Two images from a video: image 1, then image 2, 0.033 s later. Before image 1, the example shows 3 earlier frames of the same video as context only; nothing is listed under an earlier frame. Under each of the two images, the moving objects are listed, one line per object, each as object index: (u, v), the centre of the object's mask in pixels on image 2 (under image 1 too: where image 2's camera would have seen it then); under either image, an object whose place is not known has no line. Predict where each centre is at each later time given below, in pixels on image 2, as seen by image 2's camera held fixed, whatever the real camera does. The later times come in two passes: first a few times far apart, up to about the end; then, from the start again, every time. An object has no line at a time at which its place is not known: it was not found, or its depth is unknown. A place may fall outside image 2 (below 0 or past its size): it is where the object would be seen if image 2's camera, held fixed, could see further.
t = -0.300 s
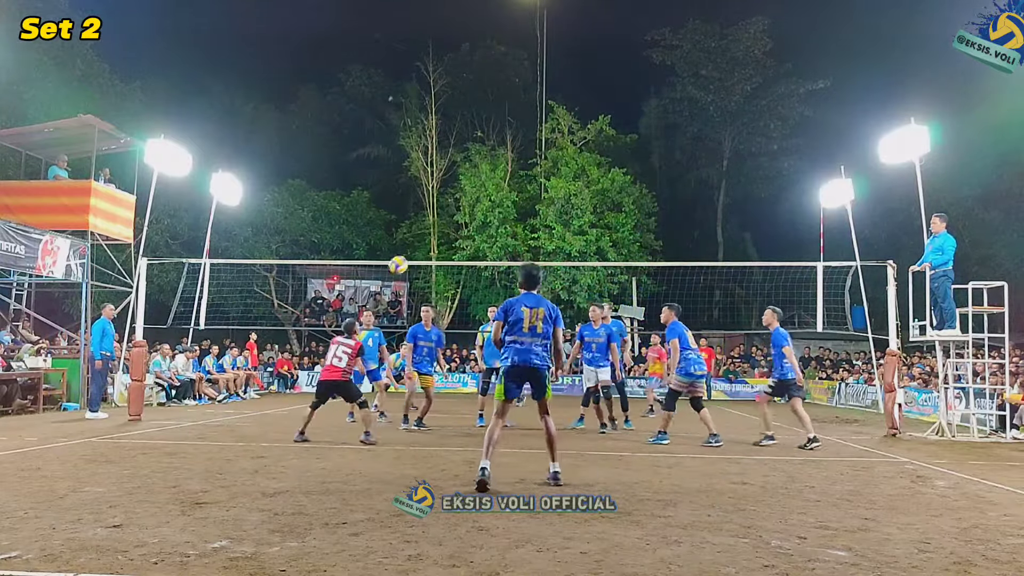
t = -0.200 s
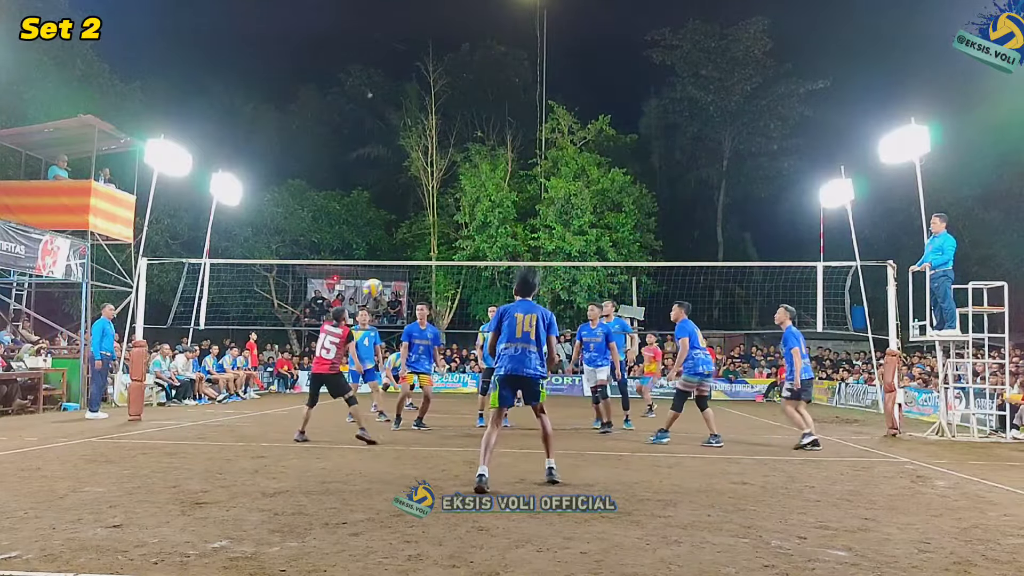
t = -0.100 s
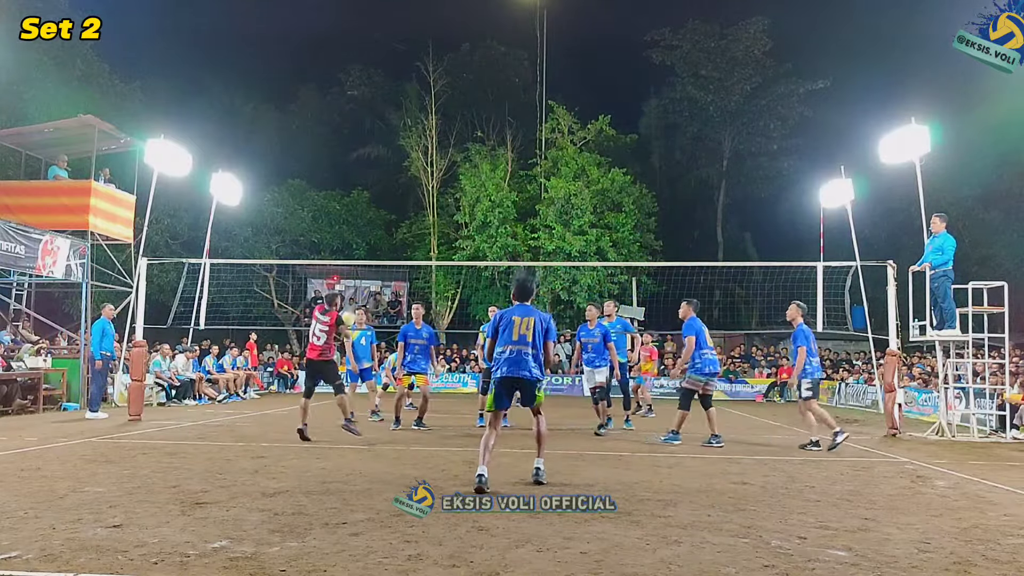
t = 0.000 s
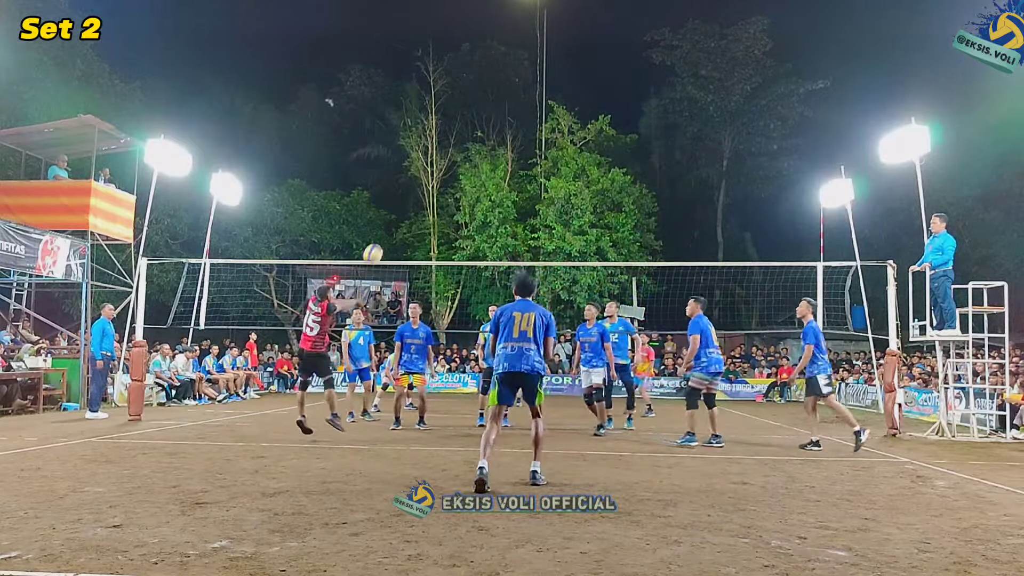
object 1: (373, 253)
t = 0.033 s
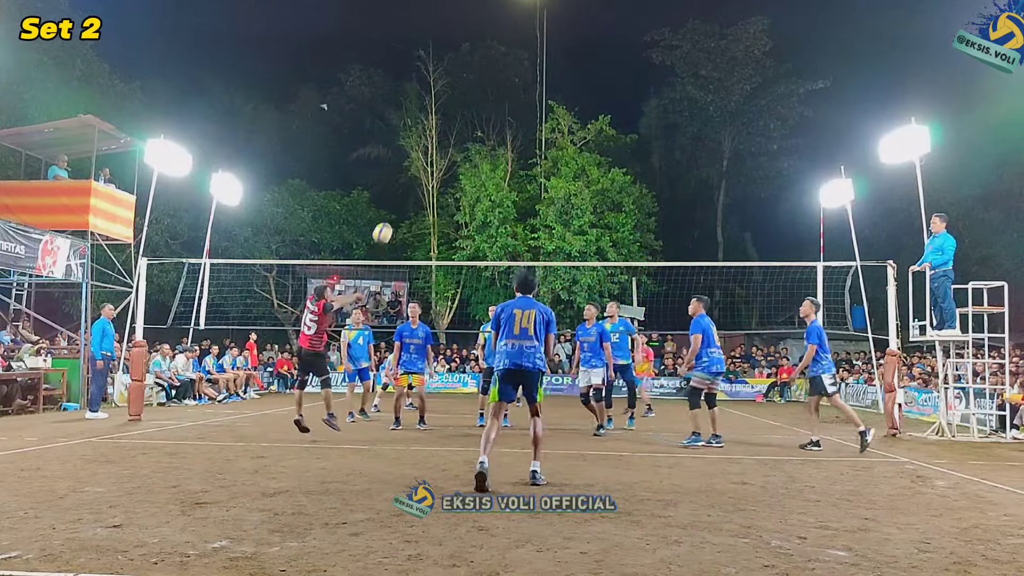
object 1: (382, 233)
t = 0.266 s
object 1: (446, 113)
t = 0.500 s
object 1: (506, 39)
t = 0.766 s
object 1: (570, 9)
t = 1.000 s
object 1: (622, 28)
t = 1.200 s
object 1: (664, 74)
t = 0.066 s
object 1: (392, 213)
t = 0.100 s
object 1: (401, 194)
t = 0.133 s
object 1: (410, 176)
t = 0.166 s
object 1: (420, 159)
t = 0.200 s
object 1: (428, 142)
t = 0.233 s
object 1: (438, 127)
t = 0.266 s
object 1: (446, 113)
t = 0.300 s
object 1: (455, 99)
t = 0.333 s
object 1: (464, 87)
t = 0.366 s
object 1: (472, 75)
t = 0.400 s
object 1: (481, 65)
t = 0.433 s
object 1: (489, 55)
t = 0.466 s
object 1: (497, 46)
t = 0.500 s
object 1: (506, 39)
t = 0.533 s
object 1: (514, 32)
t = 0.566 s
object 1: (522, 26)
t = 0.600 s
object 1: (531, 21)
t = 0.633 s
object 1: (539, 17)
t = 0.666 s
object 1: (547, 14)
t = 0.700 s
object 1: (555, 12)
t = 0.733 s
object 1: (562, 10)
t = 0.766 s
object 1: (570, 9)
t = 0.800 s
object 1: (578, 10)
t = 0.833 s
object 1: (586, 11)
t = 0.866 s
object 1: (593, 12)
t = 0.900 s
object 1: (601, 15)
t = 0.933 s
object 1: (608, 18)
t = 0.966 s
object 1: (615, 23)
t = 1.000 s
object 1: (622, 28)
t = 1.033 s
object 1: (629, 33)
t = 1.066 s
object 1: (637, 40)
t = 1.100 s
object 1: (644, 47)
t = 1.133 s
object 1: (651, 56)
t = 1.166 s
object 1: (658, 64)
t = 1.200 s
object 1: (664, 74)
